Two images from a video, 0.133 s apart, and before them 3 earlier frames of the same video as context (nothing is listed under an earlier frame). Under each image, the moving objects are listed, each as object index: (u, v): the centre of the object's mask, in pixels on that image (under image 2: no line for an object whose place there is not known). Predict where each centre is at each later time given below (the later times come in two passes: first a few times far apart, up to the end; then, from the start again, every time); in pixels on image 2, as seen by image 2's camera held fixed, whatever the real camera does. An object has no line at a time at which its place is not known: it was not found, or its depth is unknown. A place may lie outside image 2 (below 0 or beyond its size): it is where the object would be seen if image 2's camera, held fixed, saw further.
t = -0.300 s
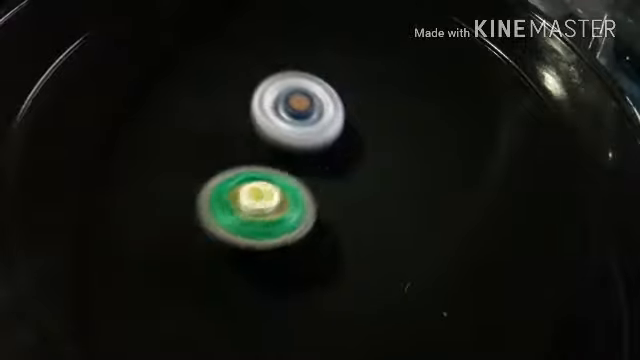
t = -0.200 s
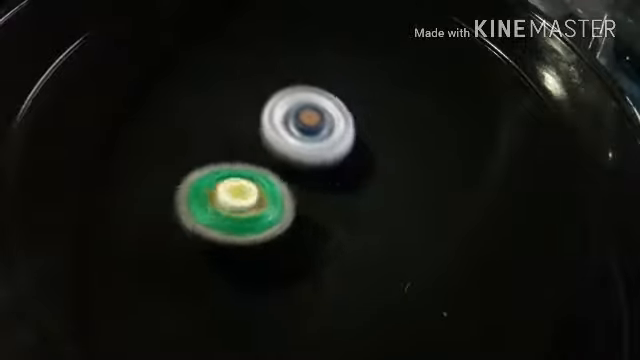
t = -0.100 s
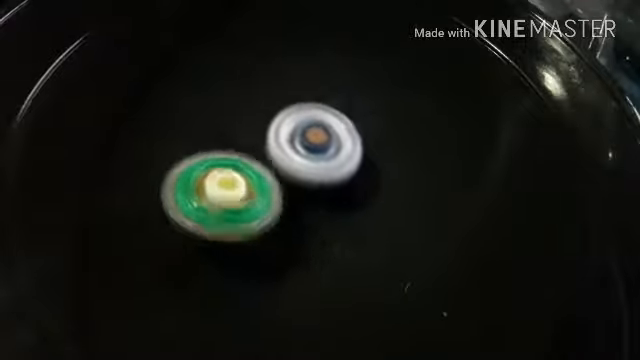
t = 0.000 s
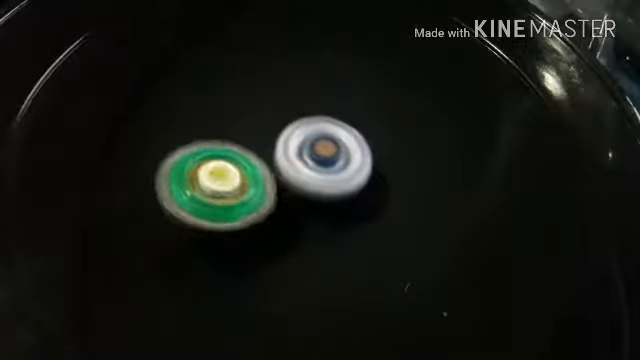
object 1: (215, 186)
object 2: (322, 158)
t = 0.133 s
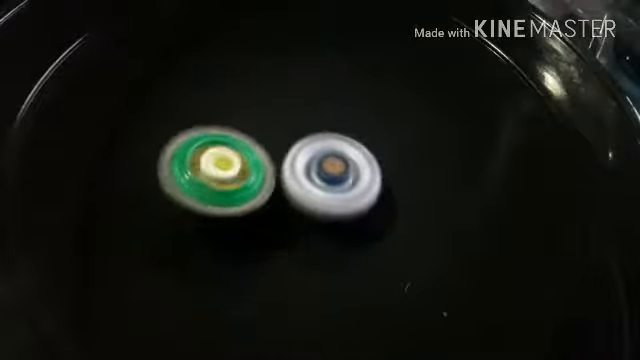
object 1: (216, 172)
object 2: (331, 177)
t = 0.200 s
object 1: (221, 162)
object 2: (336, 186)
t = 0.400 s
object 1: (202, 145)
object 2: (382, 201)
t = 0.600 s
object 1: (236, 134)
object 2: (383, 212)
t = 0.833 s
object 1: (293, 127)
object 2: (361, 212)
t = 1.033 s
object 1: (252, 99)
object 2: (382, 230)
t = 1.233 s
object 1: (257, 112)
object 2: (352, 218)
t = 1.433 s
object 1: (255, 121)
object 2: (330, 198)
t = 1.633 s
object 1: (226, 119)
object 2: (314, 176)
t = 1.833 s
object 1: (181, 112)
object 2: (316, 163)
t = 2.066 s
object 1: (197, 126)
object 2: (302, 146)
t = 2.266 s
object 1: (189, 155)
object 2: (307, 130)
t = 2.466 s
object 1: (202, 191)
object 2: (308, 122)
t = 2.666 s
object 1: (251, 200)
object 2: (304, 125)
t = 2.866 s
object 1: (297, 215)
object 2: (297, 125)
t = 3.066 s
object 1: (332, 224)
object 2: (292, 137)
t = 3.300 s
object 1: (368, 225)
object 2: (278, 150)
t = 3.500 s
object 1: (377, 210)
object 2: (273, 167)
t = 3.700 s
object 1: (382, 181)
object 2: (263, 183)
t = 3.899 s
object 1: (375, 155)
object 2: (262, 190)
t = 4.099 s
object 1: (355, 131)
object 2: (268, 192)
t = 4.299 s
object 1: (342, 101)
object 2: (280, 189)
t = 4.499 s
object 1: (330, 97)
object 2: (297, 178)
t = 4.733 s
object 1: (313, 76)
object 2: (301, 192)
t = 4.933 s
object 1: (297, 88)
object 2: (297, 182)
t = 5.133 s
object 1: (259, 71)
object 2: (307, 218)
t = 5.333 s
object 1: (246, 76)
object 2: (299, 215)
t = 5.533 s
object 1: (249, 115)
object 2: (291, 202)
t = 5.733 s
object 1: (219, 105)
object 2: (319, 206)
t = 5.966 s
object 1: (232, 74)
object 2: (316, 189)
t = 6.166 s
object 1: (263, 83)
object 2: (324, 181)
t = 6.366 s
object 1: (260, 114)
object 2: (324, 182)
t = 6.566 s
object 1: (222, 106)
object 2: (319, 180)
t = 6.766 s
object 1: (217, 103)
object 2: (303, 173)
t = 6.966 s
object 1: (201, 97)
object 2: (334, 183)
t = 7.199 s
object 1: (223, 116)
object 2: (339, 186)
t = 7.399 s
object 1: (241, 148)
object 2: (338, 182)
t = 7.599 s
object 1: (198, 161)
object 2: (336, 173)
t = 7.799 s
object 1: (187, 153)
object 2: (316, 167)
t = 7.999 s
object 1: (187, 147)
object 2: (326, 162)
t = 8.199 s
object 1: (211, 156)
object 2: (328, 166)
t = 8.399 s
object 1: (220, 177)
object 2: (335, 166)
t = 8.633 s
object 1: (222, 182)
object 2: (334, 167)
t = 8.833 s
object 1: (223, 174)
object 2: (338, 162)
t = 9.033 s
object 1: (227, 165)
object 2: (335, 160)
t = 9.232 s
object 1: (228, 165)
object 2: (338, 154)
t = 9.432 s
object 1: (230, 165)
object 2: (342, 151)
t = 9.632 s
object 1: (231, 156)
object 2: (338, 160)
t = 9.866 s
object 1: (233, 164)
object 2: (346, 162)
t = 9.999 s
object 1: (223, 165)
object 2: (341, 164)
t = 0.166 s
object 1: (219, 168)
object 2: (332, 182)
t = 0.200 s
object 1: (221, 162)
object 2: (336, 186)
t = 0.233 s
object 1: (211, 158)
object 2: (352, 186)
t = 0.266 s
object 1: (207, 156)
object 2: (364, 187)
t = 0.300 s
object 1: (203, 152)
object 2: (370, 191)
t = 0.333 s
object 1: (202, 151)
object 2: (375, 195)
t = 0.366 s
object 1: (202, 147)
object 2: (379, 198)
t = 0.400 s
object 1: (202, 145)
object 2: (382, 201)
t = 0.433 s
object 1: (206, 143)
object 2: (384, 204)
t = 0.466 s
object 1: (208, 140)
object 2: (386, 207)
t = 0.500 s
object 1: (213, 140)
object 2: (387, 209)
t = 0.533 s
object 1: (219, 137)
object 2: (387, 211)
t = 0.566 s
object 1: (226, 135)
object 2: (386, 212)
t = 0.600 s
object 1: (236, 134)
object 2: (383, 212)
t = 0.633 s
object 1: (243, 131)
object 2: (379, 212)
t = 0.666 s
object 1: (251, 131)
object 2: (374, 213)
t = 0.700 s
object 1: (261, 129)
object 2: (370, 213)
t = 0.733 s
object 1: (269, 128)
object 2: (366, 212)
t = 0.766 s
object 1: (278, 128)
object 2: (361, 212)
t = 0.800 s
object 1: (286, 127)
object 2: (356, 209)
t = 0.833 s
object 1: (293, 127)
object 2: (361, 212)
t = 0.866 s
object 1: (281, 113)
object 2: (380, 223)
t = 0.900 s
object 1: (268, 106)
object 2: (390, 230)
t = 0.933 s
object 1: (262, 103)
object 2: (392, 231)
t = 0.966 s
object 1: (258, 99)
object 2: (390, 232)
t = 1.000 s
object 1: (254, 98)
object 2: (387, 231)
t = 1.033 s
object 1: (252, 99)
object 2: (382, 230)
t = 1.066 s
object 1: (251, 99)
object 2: (378, 229)
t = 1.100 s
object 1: (250, 100)
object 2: (373, 228)
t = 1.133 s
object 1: (251, 103)
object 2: (368, 227)
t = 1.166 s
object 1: (252, 104)
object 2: (363, 225)
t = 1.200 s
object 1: (254, 109)
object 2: (358, 221)
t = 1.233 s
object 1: (257, 112)
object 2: (352, 218)
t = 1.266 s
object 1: (259, 116)
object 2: (345, 214)
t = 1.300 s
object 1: (264, 122)
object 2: (339, 209)
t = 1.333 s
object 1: (267, 125)
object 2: (332, 204)
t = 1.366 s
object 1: (267, 125)
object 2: (334, 203)
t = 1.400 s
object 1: (260, 121)
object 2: (334, 202)
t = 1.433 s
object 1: (255, 121)
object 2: (330, 198)
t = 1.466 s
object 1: (250, 121)
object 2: (326, 194)
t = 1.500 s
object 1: (247, 121)
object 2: (322, 190)
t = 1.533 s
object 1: (241, 120)
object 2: (322, 188)
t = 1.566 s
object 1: (235, 118)
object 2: (320, 184)
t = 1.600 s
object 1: (230, 119)
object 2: (317, 180)
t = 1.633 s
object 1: (226, 119)
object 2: (314, 176)
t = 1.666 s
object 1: (223, 119)
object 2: (312, 173)
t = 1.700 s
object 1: (211, 116)
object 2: (318, 173)
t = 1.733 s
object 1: (200, 112)
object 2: (320, 171)
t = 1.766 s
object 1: (193, 113)
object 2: (320, 168)
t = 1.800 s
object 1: (188, 112)
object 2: (318, 165)
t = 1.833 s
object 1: (181, 112)
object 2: (316, 163)
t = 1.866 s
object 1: (179, 113)
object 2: (314, 161)
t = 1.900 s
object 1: (176, 113)
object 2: (312, 158)
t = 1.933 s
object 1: (177, 116)
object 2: (310, 156)
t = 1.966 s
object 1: (180, 117)
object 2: (308, 153)
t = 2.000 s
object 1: (184, 120)
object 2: (306, 151)
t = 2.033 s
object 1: (191, 122)
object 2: (303, 149)
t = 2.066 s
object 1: (197, 126)
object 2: (302, 146)
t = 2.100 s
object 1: (197, 127)
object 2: (304, 143)
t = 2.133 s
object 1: (194, 132)
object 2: (304, 141)
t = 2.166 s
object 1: (196, 138)
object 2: (303, 139)
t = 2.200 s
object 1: (195, 141)
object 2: (302, 137)
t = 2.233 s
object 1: (194, 149)
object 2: (303, 134)
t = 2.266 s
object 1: (189, 155)
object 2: (307, 130)
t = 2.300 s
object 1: (189, 162)
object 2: (308, 128)
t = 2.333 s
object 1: (189, 169)
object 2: (309, 126)
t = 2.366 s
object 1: (188, 175)
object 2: (308, 125)
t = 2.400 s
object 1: (193, 182)
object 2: (308, 123)
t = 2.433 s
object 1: (195, 186)
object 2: (308, 123)
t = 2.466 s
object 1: (202, 191)
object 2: (308, 122)
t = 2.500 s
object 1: (207, 194)
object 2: (307, 122)
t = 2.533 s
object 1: (216, 198)
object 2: (306, 122)
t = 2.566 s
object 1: (223, 198)
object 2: (305, 122)
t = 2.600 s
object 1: (232, 200)
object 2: (305, 123)
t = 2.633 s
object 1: (242, 199)
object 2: (304, 124)
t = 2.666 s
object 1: (251, 200)
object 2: (304, 125)
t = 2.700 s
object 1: (258, 198)
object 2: (304, 125)
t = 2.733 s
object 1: (267, 198)
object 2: (304, 125)
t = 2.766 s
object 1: (275, 203)
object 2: (302, 124)
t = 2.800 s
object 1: (280, 208)
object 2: (300, 124)
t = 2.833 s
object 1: (290, 211)
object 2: (298, 124)
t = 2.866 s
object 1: (297, 215)
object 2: (297, 125)
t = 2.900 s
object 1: (306, 219)
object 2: (297, 127)
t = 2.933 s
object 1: (312, 221)
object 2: (296, 129)
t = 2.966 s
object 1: (321, 225)
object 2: (296, 130)
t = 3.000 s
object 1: (324, 225)
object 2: (295, 132)
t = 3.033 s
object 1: (332, 226)
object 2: (294, 135)
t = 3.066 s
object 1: (332, 224)
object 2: (292, 137)
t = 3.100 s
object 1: (337, 224)
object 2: (291, 139)
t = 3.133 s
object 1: (336, 221)
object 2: (290, 141)
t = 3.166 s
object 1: (340, 219)
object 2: (288, 144)
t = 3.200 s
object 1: (343, 219)
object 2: (286, 146)
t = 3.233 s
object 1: (353, 224)
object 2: (282, 146)
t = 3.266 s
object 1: (360, 223)
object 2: (279, 147)
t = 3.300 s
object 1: (368, 225)
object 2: (278, 150)
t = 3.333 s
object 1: (371, 222)
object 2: (276, 152)
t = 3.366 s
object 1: (376, 222)
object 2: (275, 155)
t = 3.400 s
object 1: (375, 219)
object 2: (275, 158)
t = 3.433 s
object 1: (378, 217)
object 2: (274, 161)
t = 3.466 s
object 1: (377, 213)
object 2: (274, 164)
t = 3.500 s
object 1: (377, 210)
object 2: (273, 167)
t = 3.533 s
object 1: (373, 207)
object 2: (273, 169)
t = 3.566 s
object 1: (375, 202)
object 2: (270, 172)
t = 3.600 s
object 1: (375, 196)
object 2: (268, 175)
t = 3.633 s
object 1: (378, 192)
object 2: (266, 178)
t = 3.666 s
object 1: (377, 187)
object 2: (266, 180)
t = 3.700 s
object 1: (382, 181)
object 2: (263, 183)
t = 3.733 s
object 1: (382, 177)
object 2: (261, 185)
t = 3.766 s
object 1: (381, 173)
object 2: (261, 186)
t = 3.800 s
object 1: (380, 168)
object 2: (260, 188)
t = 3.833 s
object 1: (380, 161)
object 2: (260, 189)
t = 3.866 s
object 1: (378, 159)
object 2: (261, 190)
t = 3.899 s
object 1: (375, 155)
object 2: (262, 190)
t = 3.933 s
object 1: (372, 152)
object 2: (264, 190)
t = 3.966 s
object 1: (368, 146)
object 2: (265, 190)
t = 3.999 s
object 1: (364, 144)
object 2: (267, 190)
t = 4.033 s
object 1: (360, 141)
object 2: (269, 190)
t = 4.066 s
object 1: (356, 138)
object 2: (270, 190)
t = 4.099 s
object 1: (355, 131)
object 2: (268, 192)
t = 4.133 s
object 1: (353, 124)
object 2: (270, 193)
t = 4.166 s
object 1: (351, 117)
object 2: (272, 192)
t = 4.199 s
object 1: (350, 112)
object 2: (273, 192)
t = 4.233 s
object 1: (347, 108)
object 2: (276, 191)
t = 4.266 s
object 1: (346, 104)
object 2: (278, 190)
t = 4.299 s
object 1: (342, 101)
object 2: (280, 189)
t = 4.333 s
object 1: (341, 97)
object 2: (283, 188)
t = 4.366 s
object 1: (340, 98)
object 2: (286, 186)
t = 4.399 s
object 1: (336, 96)
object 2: (288, 185)
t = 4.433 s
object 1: (336, 96)
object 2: (292, 183)
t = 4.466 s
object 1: (331, 96)
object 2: (294, 181)
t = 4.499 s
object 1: (330, 97)
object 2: (297, 178)
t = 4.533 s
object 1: (327, 93)
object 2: (298, 185)
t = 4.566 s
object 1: (328, 86)
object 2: (298, 193)
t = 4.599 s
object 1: (323, 83)
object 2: (300, 195)
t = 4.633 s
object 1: (319, 80)
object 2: (301, 195)
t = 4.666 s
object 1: (316, 78)
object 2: (302, 194)
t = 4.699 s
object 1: (313, 74)
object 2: (302, 193)
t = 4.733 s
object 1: (313, 76)
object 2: (301, 192)
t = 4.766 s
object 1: (308, 75)
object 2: (300, 191)
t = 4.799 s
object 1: (305, 75)
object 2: (300, 189)
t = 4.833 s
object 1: (302, 78)
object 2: (300, 188)
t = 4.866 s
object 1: (301, 80)
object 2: (299, 186)
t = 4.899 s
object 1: (299, 85)
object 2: (298, 184)
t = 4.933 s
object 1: (297, 88)
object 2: (297, 182)
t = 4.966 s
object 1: (296, 93)
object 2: (298, 184)
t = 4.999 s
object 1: (287, 82)
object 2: (303, 198)
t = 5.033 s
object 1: (278, 78)
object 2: (307, 210)
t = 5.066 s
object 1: (269, 75)
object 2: (309, 215)
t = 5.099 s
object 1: (265, 72)
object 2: (308, 217)
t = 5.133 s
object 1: (259, 71)
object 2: (307, 218)
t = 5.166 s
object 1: (255, 68)
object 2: (307, 219)
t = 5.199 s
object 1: (254, 70)
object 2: (306, 219)
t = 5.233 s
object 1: (250, 70)
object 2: (304, 219)
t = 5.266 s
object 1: (249, 72)
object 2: (303, 217)
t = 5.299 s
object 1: (246, 74)
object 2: (301, 217)
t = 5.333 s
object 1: (246, 76)
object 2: (299, 215)
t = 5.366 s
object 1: (247, 82)
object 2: (298, 214)
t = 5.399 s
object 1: (247, 86)
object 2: (297, 213)
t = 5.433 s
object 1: (249, 93)
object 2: (295, 211)
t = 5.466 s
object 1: (248, 100)
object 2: (294, 209)
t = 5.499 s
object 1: (249, 106)
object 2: (293, 206)
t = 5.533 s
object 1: (249, 115)
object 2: (291, 202)
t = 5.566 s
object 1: (247, 118)
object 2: (294, 201)
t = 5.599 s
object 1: (245, 121)
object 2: (297, 199)
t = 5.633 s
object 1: (239, 121)
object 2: (302, 199)
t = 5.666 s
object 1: (228, 111)
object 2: (312, 205)
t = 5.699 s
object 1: (222, 108)
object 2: (319, 207)
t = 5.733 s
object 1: (219, 105)
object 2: (319, 206)
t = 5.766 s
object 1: (213, 99)
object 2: (319, 205)
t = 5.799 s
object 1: (210, 92)
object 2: (319, 203)
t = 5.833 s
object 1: (211, 85)
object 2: (319, 201)
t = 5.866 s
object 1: (214, 81)
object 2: (319, 199)
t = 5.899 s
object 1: (218, 77)
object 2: (318, 196)
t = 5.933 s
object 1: (225, 74)
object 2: (317, 193)
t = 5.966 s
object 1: (232, 74)
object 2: (316, 189)
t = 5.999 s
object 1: (240, 74)
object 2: (315, 185)
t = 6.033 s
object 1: (249, 77)
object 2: (313, 182)
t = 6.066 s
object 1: (256, 81)
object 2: (311, 177)
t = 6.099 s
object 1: (263, 86)
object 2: (309, 173)
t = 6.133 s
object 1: (265, 89)
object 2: (314, 175)
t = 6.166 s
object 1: (263, 83)
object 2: (324, 181)
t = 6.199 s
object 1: (265, 91)
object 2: (327, 182)
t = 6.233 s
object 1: (262, 95)
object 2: (327, 182)
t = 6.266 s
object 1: (262, 98)
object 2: (325, 181)
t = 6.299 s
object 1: (263, 104)
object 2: (325, 181)
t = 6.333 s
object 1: (261, 109)
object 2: (324, 182)
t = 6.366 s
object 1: (260, 114)
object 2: (324, 182)
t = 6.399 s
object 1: (258, 116)
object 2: (324, 182)
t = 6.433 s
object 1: (250, 115)
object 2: (325, 182)
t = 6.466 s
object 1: (243, 115)
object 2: (325, 182)
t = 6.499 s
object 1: (236, 114)
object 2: (323, 181)
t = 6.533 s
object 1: (228, 110)
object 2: (322, 180)
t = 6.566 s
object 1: (222, 106)
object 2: (319, 180)
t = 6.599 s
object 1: (218, 103)
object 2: (318, 178)
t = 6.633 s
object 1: (217, 100)
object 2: (315, 177)
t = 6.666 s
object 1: (214, 101)
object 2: (312, 175)
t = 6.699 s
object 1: (214, 100)
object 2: (309, 174)
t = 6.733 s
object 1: (217, 102)
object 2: (306, 174)
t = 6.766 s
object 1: (217, 103)
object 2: (303, 173)
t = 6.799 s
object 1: (219, 102)
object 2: (299, 172)
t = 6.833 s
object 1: (221, 103)
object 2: (303, 172)
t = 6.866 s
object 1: (211, 96)
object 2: (318, 178)
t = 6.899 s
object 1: (209, 96)
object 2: (328, 181)
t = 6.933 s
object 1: (205, 98)
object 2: (332, 182)
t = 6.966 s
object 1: (201, 97)
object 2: (334, 183)
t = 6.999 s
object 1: (204, 97)
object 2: (335, 185)
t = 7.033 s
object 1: (205, 99)
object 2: (338, 185)
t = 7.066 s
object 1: (209, 101)
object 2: (338, 186)
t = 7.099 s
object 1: (213, 106)
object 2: (340, 186)
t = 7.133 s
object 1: (214, 108)
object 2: (340, 187)
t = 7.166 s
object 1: (217, 109)
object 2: (341, 187)
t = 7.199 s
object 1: (223, 116)
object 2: (339, 186)
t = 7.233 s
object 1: (228, 120)
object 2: (339, 186)
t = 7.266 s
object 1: (233, 126)
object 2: (337, 186)
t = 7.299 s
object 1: (239, 134)
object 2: (337, 185)
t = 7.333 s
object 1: (245, 140)
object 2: (335, 184)
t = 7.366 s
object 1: (248, 145)
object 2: (334, 184)
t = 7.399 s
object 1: (241, 148)
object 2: (338, 182)
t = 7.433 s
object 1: (236, 154)
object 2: (340, 180)
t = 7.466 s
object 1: (229, 158)
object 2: (340, 178)
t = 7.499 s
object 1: (219, 159)
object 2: (341, 177)
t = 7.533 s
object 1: (213, 160)
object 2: (339, 175)
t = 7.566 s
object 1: (207, 162)
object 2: (337, 174)
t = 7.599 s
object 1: (198, 161)
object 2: (336, 173)
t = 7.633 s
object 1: (190, 160)
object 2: (333, 172)
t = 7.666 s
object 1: (184, 157)
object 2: (331, 170)
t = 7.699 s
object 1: (183, 154)
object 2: (327, 170)
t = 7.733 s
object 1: (182, 155)
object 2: (324, 168)
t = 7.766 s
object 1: (182, 154)
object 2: (320, 167)
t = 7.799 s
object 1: (187, 153)
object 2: (316, 167)
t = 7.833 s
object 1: (191, 152)
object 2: (312, 166)
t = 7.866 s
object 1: (195, 149)
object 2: (307, 167)
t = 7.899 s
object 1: (198, 147)
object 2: (309, 166)
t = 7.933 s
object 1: (189, 143)
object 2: (320, 165)
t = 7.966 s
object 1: (188, 142)
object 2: (326, 163)
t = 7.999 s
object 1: (187, 147)
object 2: (326, 162)
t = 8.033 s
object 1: (183, 147)
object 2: (326, 165)
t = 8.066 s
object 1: (181, 143)
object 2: (328, 165)
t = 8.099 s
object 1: (189, 144)
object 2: (326, 165)
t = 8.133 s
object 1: (194, 147)
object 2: (326, 166)
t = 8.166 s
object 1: (202, 151)
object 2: (328, 166)
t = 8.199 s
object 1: (211, 156)
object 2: (328, 166)
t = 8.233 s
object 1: (215, 159)
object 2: (327, 166)
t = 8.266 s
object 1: (220, 158)
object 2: (327, 167)
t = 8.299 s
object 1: (227, 159)
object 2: (329, 169)
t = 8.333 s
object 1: (228, 158)
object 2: (333, 168)
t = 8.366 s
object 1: (225, 169)
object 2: (334, 168)
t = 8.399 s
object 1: (220, 177)
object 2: (335, 166)
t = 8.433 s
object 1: (216, 180)
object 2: (333, 167)
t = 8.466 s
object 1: (214, 179)
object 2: (334, 169)
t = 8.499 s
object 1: (216, 181)
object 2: (336, 167)
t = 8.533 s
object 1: (218, 182)
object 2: (333, 167)
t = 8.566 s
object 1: (220, 181)
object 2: (333, 169)
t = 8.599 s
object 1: (224, 181)
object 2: (333, 169)
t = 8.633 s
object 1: (222, 182)
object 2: (334, 167)
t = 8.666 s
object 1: (219, 179)
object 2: (333, 165)
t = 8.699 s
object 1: (223, 175)
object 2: (330, 166)
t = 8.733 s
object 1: (222, 177)
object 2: (333, 165)
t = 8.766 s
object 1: (216, 176)
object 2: (339, 163)
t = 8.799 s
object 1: (216, 172)
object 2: (339, 162)
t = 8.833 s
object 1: (223, 174)
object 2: (338, 162)
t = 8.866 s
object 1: (227, 174)
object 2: (336, 162)
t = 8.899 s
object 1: (229, 175)
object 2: (336, 162)
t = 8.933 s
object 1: (227, 173)
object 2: (338, 159)
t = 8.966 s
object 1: (226, 172)
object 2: (335, 158)
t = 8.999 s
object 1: (225, 168)
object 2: (333, 159)
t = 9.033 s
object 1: (227, 165)
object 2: (335, 160)
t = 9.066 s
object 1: (223, 165)
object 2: (340, 157)
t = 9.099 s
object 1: (220, 164)
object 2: (339, 154)
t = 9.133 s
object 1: (220, 161)
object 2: (337, 156)
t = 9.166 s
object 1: (224, 161)
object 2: (338, 157)
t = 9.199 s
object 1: (227, 165)
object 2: (340, 156)
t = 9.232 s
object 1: (228, 165)
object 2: (338, 154)
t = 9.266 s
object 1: (233, 166)
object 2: (336, 154)
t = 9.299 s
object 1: (234, 166)
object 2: (337, 155)
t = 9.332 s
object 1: (235, 164)
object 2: (338, 156)
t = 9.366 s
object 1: (232, 164)
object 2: (342, 154)
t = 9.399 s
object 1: (230, 164)
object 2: (344, 151)
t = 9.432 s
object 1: (230, 165)
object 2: (342, 151)
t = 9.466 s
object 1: (229, 166)
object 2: (340, 153)
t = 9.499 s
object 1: (227, 164)
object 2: (340, 155)
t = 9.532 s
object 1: (227, 163)
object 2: (341, 156)
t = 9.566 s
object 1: (226, 162)
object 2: (340, 157)
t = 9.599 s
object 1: (227, 159)
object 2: (339, 158)
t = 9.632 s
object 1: (231, 156)
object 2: (338, 160)
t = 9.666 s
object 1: (229, 156)
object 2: (342, 162)
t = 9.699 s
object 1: (225, 155)
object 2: (346, 160)
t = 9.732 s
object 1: (223, 152)
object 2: (345, 158)
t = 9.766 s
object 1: (228, 151)
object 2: (342, 158)
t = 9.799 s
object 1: (234, 155)
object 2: (341, 160)
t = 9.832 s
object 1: (235, 160)
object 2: (344, 162)
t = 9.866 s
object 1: (233, 164)
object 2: (346, 162)
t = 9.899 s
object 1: (230, 168)
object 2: (346, 160)
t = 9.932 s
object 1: (226, 170)
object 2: (343, 161)
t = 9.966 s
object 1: (221, 170)
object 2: (341, 162)
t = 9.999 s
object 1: (223, 165)
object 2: (341, 164)
